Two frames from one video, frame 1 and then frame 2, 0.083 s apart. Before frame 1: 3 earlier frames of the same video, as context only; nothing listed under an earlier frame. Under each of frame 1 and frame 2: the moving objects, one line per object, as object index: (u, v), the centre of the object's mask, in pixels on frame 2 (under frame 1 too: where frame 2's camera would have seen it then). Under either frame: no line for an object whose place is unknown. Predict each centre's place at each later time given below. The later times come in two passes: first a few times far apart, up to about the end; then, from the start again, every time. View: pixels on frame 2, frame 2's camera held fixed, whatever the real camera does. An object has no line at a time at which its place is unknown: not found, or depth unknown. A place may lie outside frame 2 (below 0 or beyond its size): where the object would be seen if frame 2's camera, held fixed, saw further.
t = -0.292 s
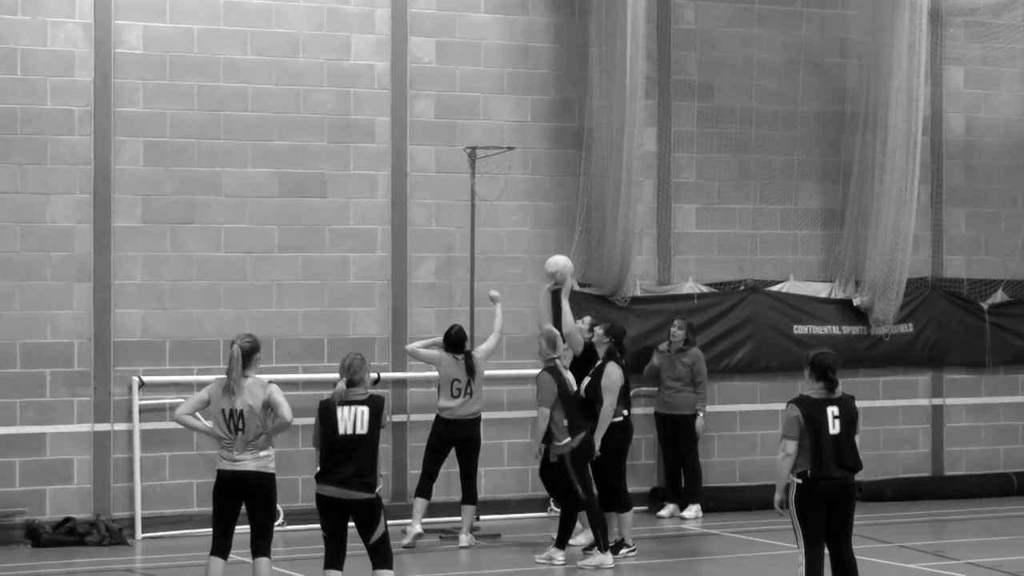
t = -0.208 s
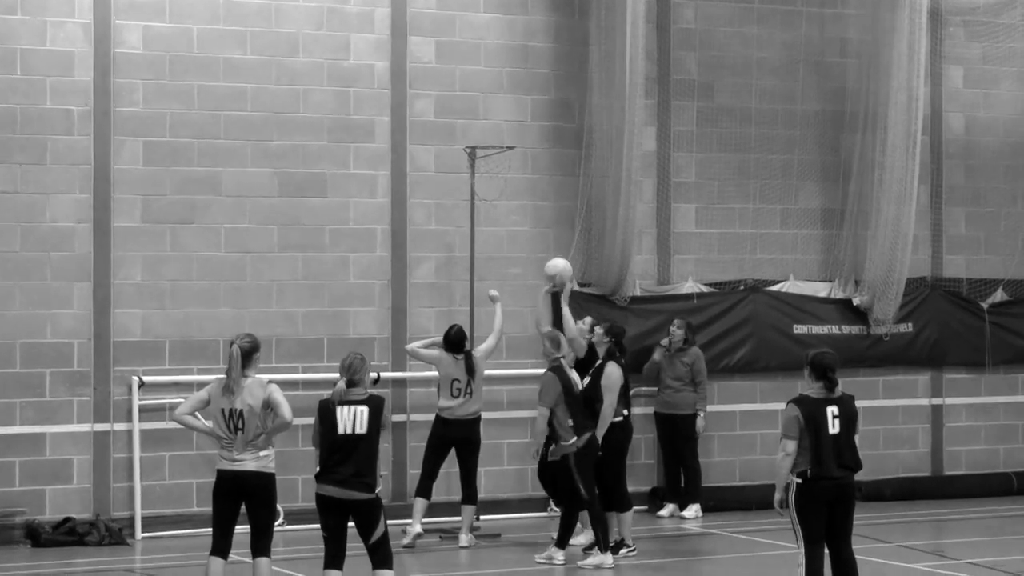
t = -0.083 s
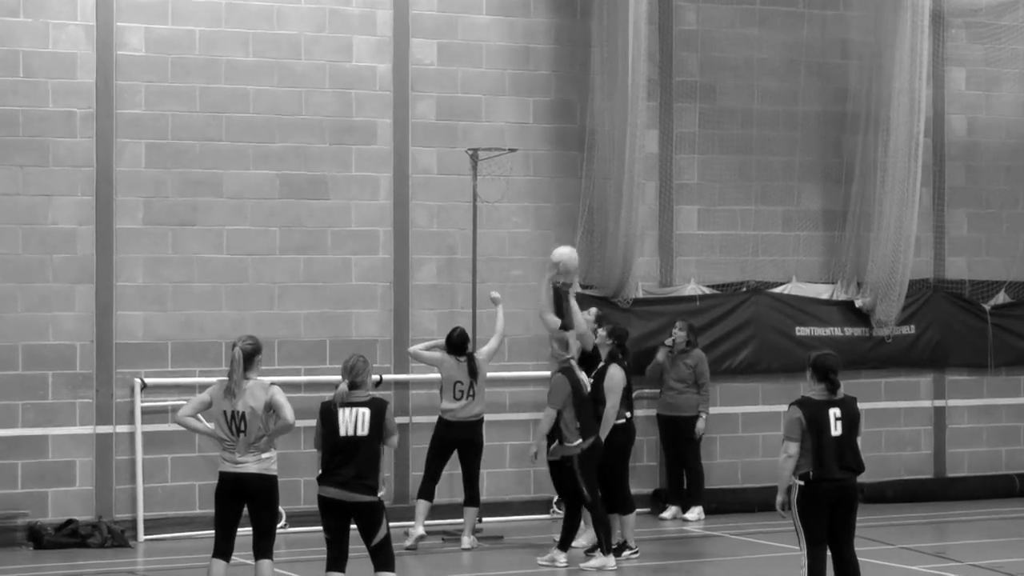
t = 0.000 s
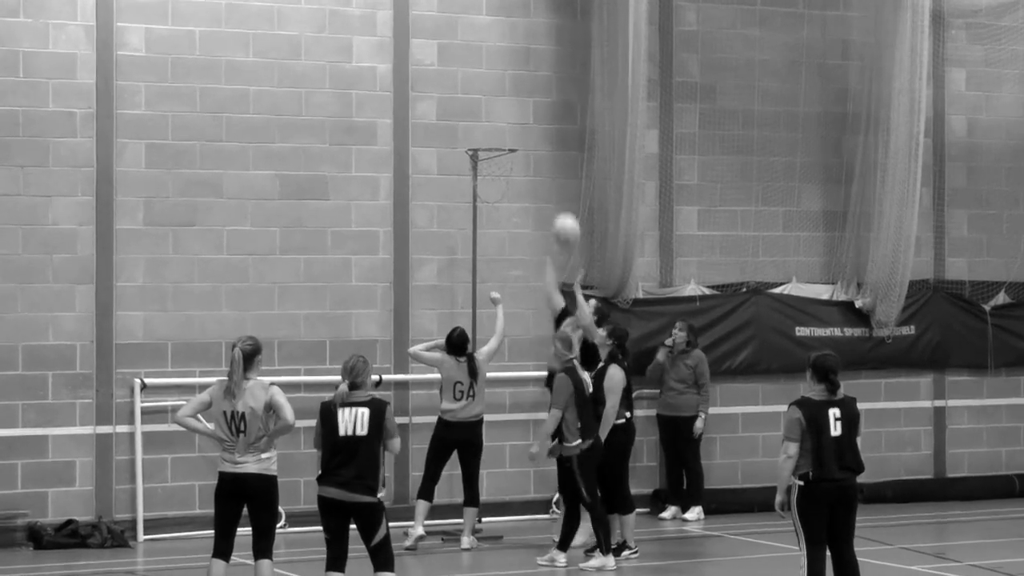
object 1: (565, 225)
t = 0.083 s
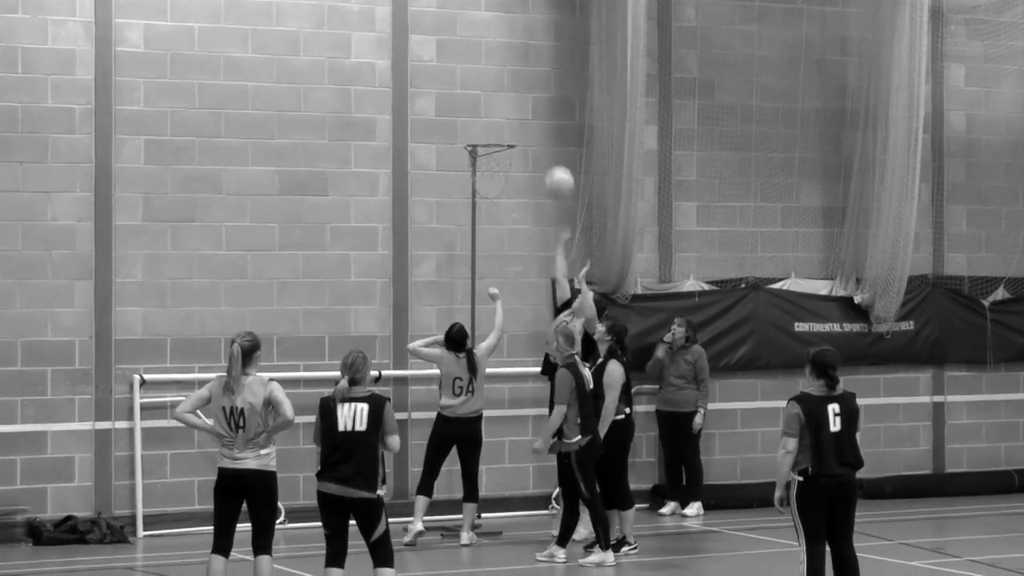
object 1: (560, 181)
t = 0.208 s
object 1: (551, 133)
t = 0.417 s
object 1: (537, 90)
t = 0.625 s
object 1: (519, 105)
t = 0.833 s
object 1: (505, 124)
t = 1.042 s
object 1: (489, 136)
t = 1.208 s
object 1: (484, 173)
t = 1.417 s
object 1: (490, 180)
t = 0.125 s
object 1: (556, 163)
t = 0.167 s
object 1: (554, 148)
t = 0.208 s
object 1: (551, 133)
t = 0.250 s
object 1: (548, 120)
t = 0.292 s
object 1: (545, 109)
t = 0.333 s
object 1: (543, 101)
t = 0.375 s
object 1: (540, 93)
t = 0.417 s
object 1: (537, 90)
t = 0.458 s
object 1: (534, 88)
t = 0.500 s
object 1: (531, 88)
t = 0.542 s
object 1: (528, 89)
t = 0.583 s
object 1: (522, 98)
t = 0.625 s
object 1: (519, 105)
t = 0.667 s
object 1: (516, 115)
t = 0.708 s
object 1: (514, 126)
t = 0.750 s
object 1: (511, 131)
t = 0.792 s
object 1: (508, 126)
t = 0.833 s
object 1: (505, 124)
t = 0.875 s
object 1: (502, 123)
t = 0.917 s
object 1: (499, 125)
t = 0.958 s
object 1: (496, 128)
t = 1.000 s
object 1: (492, 133)
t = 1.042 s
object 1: (489, 136)
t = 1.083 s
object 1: (487, 147)
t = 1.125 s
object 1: (486, 154)
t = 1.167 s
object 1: (484, 163)
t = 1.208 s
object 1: (484, 173)
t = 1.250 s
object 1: (483, 186)
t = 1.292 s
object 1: (484, 183)
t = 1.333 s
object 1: (486, 180)
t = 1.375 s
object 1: (488, 179)
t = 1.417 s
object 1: (490, 180)
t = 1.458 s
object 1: (492, 183)
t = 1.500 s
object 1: (495, 188)
